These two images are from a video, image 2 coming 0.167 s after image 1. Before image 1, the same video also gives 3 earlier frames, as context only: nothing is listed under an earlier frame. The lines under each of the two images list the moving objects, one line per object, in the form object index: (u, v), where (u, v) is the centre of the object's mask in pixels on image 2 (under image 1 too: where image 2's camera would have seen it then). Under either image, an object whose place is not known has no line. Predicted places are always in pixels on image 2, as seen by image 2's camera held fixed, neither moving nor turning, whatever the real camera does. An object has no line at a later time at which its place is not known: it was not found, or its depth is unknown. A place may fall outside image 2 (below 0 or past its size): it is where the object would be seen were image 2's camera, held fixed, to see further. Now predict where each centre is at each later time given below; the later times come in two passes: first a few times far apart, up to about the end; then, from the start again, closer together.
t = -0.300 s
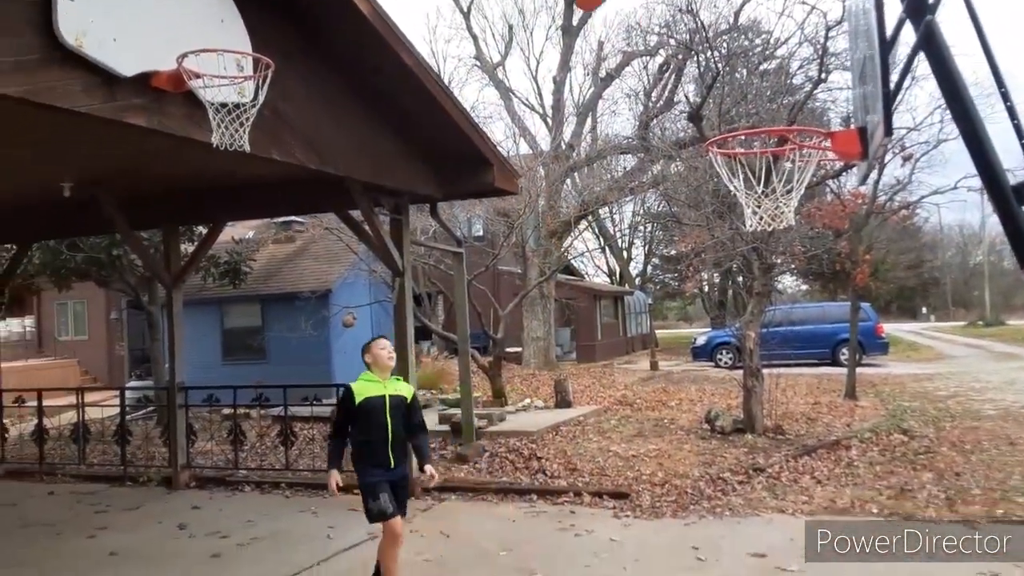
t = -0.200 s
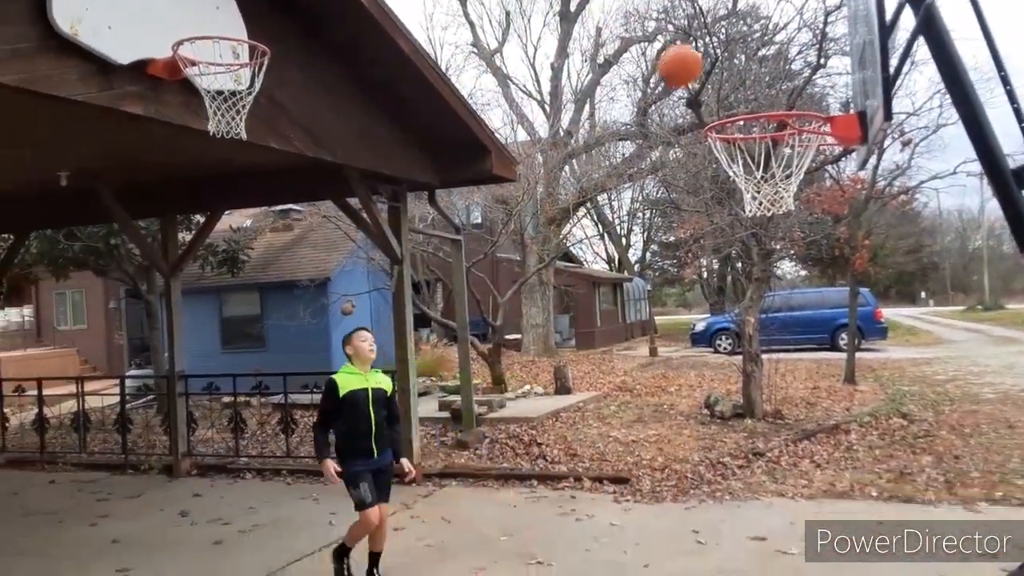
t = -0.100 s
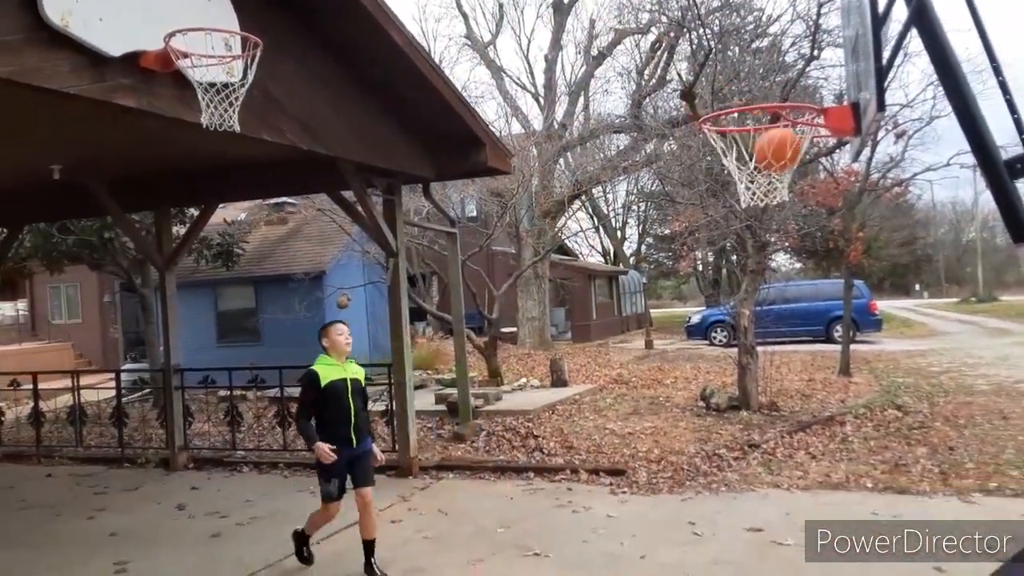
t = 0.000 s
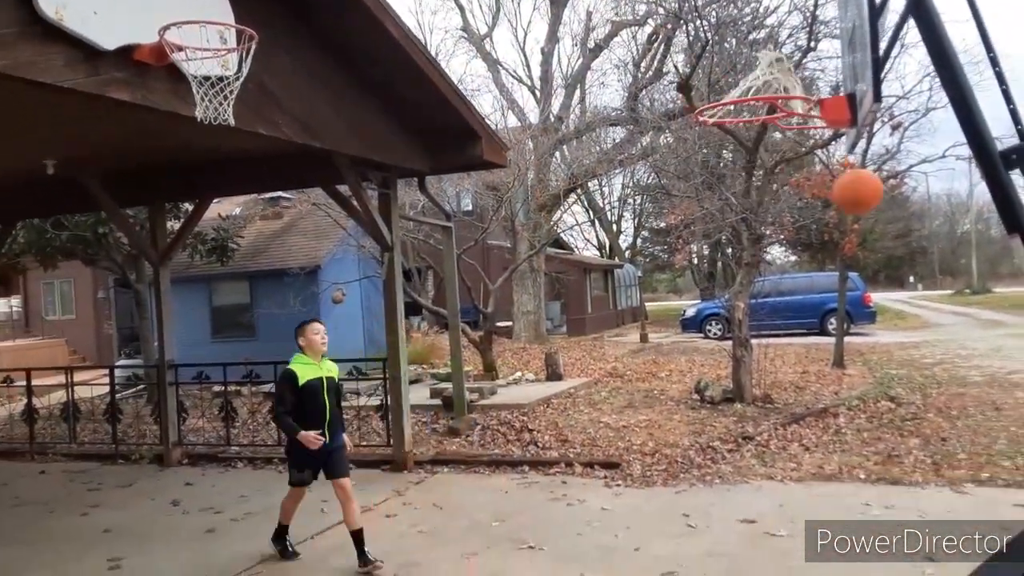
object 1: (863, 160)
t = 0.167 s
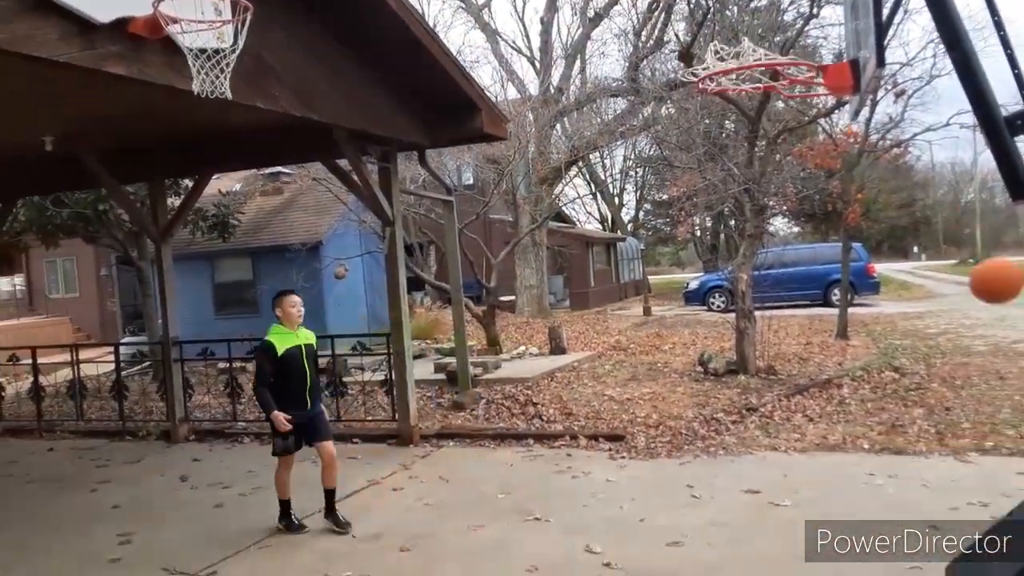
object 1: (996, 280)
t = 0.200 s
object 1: (1013, 315)
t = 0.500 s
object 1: (914, 500)
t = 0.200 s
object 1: (1013, 315)
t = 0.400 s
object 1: (1004, 471)
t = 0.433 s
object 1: (979, 477)
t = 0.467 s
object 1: (947, 488)
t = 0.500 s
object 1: (914, 500)
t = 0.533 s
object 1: (880, 515)
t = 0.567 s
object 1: (847, 535)
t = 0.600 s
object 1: (814, 560)
